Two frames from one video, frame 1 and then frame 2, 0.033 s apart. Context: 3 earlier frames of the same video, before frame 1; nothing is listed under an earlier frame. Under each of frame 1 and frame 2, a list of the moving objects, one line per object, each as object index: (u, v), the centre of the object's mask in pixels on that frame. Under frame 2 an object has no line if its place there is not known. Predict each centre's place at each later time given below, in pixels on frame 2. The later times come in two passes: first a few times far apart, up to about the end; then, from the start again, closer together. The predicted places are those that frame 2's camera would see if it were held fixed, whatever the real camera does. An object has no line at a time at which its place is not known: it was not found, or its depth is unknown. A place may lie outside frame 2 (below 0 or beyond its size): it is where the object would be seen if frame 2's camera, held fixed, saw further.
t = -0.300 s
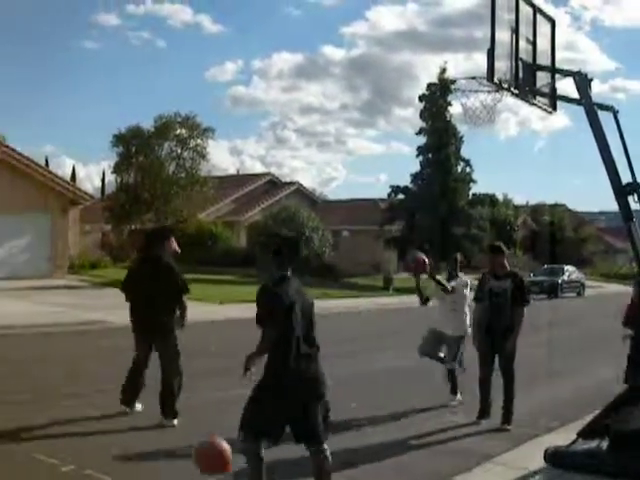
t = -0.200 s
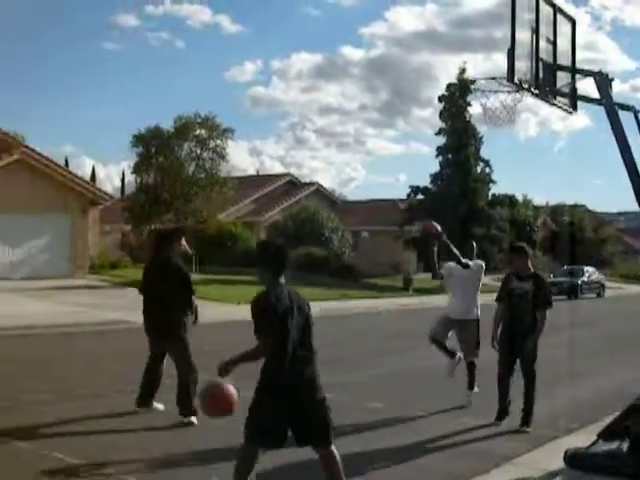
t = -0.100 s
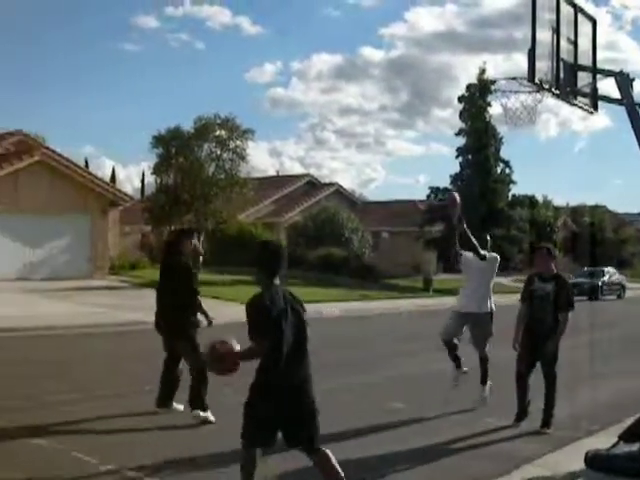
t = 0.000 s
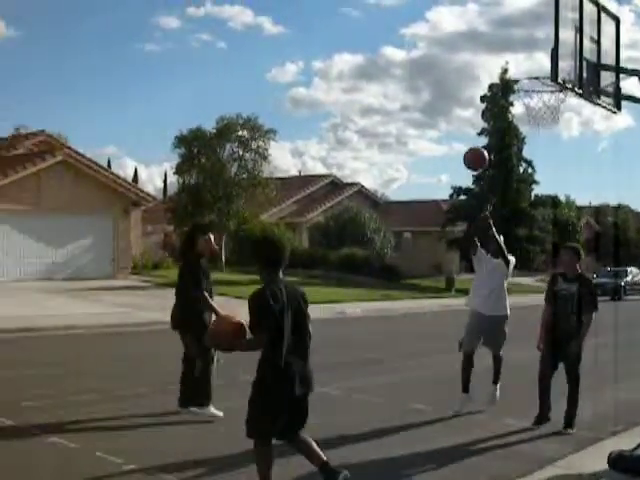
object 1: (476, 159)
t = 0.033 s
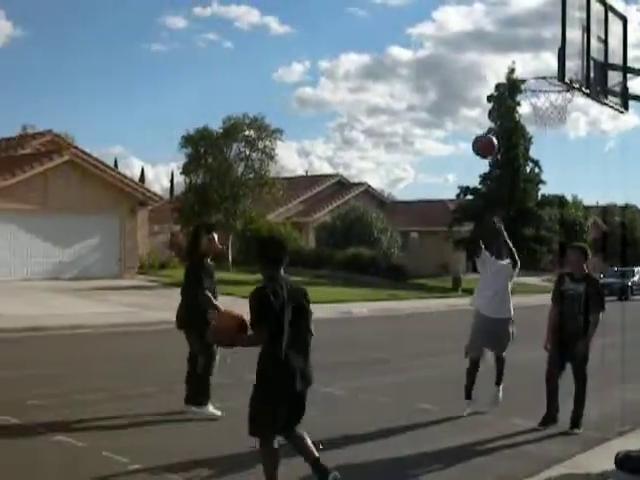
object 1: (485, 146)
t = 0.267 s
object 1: (499, 85)
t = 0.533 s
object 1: (512, 76)
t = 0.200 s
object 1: (494, 96)
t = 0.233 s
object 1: (497, 90)
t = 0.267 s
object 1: (499, 85)
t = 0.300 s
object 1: (501, 80)
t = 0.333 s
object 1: (504, 76)
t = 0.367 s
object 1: (506, 75)
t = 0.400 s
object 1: (509, 74)
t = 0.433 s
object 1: (511, 74)
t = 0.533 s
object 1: (512, 76)
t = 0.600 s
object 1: (502, 73)
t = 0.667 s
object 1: (492, 75)
